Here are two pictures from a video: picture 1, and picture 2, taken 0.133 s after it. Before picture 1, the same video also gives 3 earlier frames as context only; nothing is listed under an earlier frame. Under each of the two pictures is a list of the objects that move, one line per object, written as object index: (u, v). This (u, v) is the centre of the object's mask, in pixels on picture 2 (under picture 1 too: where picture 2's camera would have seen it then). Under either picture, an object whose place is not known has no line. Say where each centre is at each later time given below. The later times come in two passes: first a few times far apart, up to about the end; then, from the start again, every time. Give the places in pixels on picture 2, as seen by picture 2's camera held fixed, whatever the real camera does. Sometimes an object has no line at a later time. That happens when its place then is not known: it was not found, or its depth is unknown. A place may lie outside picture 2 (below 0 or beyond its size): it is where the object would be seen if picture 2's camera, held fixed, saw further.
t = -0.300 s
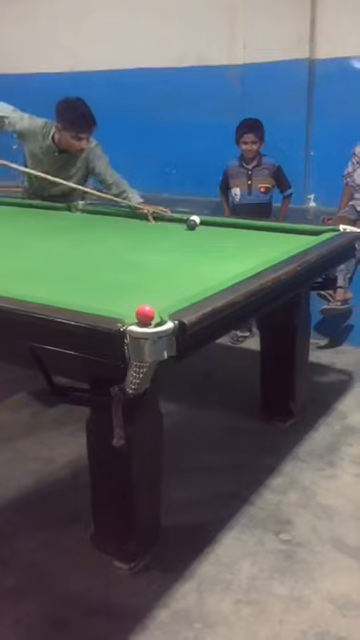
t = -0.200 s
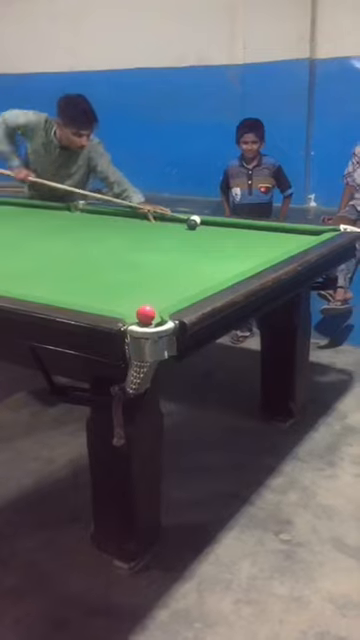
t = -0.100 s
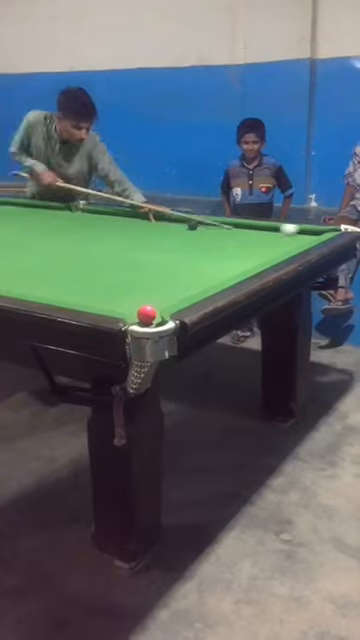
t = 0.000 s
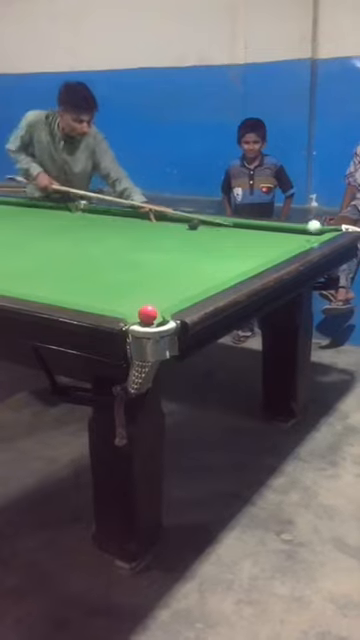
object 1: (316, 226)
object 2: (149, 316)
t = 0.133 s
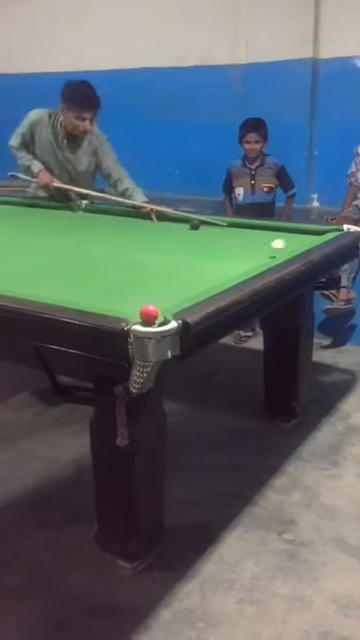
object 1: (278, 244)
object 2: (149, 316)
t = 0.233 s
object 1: (247, 260)
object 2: (149, 316)
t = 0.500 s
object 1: (150, 300)
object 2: (149, 316)
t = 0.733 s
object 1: (163, 288)
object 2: (129, 311)
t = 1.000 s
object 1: (205, 266)
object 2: (125, 304)
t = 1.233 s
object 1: (234, 250)
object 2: (124, 296)
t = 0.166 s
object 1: (268, 252)
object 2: (149, 316)
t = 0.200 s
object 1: (257, 255)
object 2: (149, 316)
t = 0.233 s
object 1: (247, 260)
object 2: (149, 316)
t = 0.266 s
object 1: (236, 266)
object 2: (149, 316)
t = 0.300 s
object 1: (226, 271)
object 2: (149, 316)
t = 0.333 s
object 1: (214, 276)
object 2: (149, 316)
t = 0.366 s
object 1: (203, 281)
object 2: (149, 316)
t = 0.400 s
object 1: (191, 286)
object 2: (149, 316)
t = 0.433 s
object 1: (177, 292)
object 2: (149, 316)
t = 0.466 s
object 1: (164, 298)
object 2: (149, 316)
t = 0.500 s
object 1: (150, 300)
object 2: (149, 316)
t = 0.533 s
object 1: (134, 307)
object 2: (149, 316)
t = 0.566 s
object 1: (134, 307)
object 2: (151, 316)
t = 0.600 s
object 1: (138, 299)
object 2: (150, 316)
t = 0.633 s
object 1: (145, 293)
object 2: (143, 315)
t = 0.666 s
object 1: (151, 292)
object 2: (136, 314)
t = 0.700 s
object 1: (157, 293)
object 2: (130, 312)
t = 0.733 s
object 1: (163, 288)
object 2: (129, 311)
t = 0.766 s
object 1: (169, 286)
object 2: (129, 310)
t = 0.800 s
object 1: (175, 283)
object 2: (128, 309)
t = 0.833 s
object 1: (180, 280)
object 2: (127, 308)
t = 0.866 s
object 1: (185, 277)
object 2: (127, 308)
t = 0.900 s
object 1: (191, 274)
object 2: (127, 307)
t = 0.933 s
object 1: (196, 272)
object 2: (126, 306)
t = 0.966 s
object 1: (200, 269)
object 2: (126, 305)
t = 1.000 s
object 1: (205, 266)
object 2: (125, 304)
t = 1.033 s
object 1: (210, 264)
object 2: (124, 303)
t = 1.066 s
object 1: (214, 261)
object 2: (124, 302)
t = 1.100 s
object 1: (218, 259)
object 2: (124, 300)
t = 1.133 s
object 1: (222, 257)
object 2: (124, 299)
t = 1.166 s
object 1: (226, 254)
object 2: (124, 298)
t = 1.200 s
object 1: (230, 252)
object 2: (124, 297)
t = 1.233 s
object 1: (234, 250)
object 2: (124, 296)
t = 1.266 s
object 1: (237, 248)
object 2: (123, 295)
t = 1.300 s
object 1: (241, 246)
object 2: (123, 294)
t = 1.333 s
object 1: (244, 245)
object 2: (123, 293)
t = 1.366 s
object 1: (248, 243)
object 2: (123, 292)
